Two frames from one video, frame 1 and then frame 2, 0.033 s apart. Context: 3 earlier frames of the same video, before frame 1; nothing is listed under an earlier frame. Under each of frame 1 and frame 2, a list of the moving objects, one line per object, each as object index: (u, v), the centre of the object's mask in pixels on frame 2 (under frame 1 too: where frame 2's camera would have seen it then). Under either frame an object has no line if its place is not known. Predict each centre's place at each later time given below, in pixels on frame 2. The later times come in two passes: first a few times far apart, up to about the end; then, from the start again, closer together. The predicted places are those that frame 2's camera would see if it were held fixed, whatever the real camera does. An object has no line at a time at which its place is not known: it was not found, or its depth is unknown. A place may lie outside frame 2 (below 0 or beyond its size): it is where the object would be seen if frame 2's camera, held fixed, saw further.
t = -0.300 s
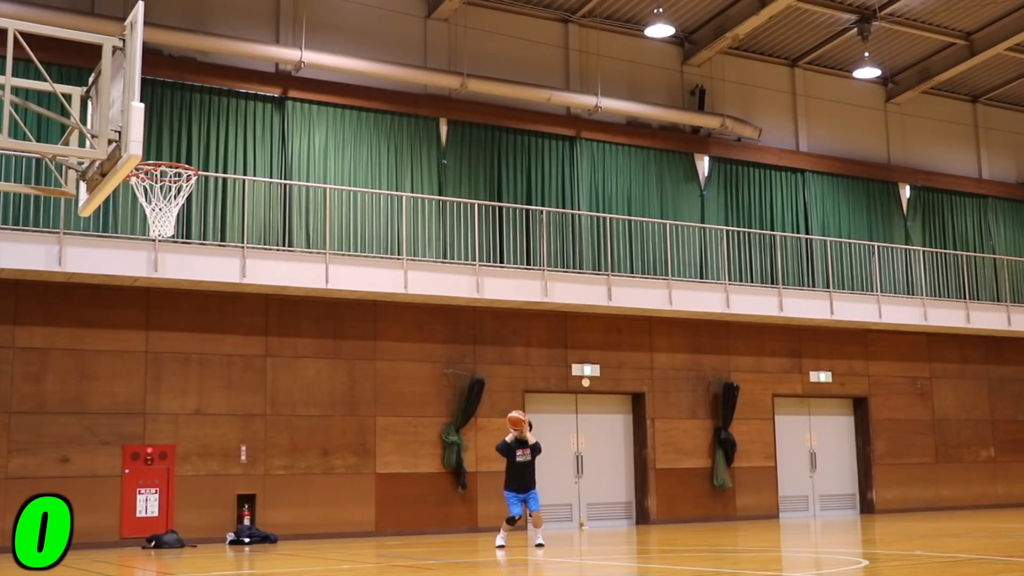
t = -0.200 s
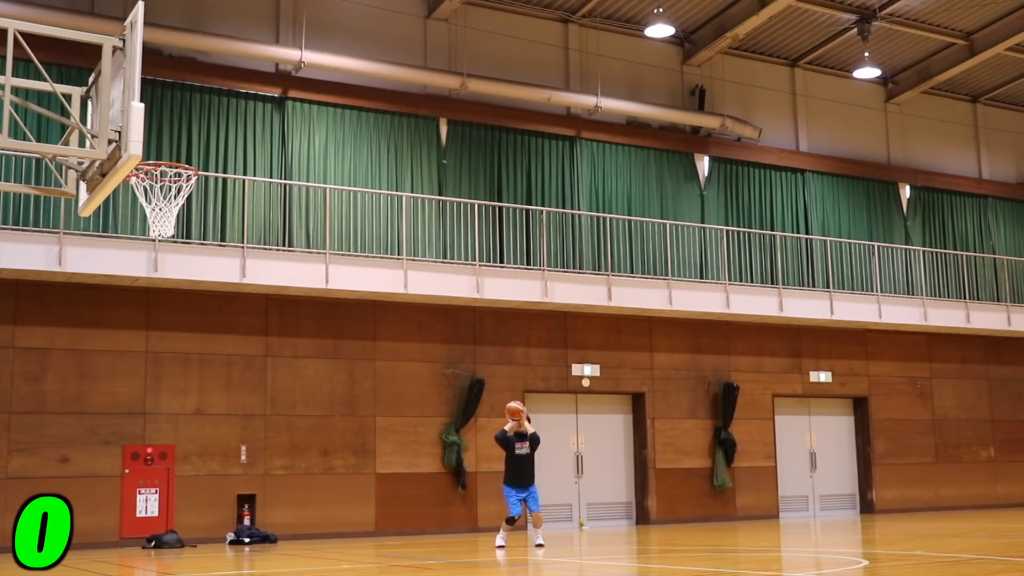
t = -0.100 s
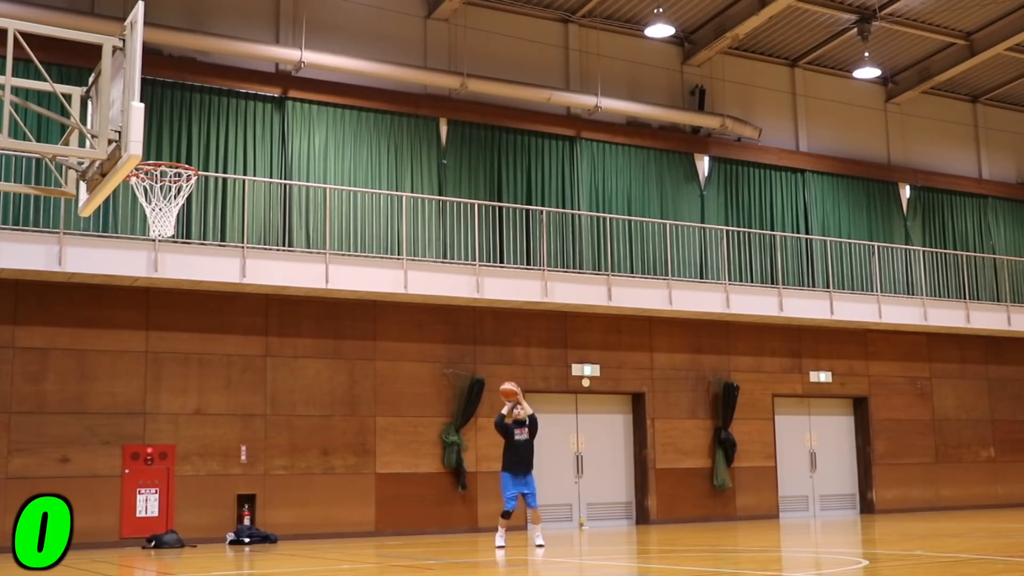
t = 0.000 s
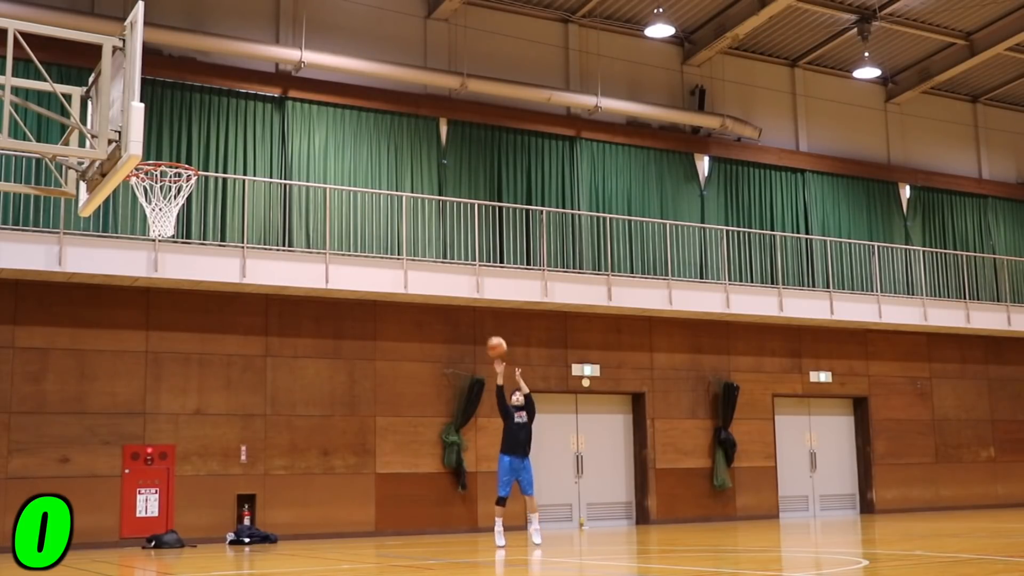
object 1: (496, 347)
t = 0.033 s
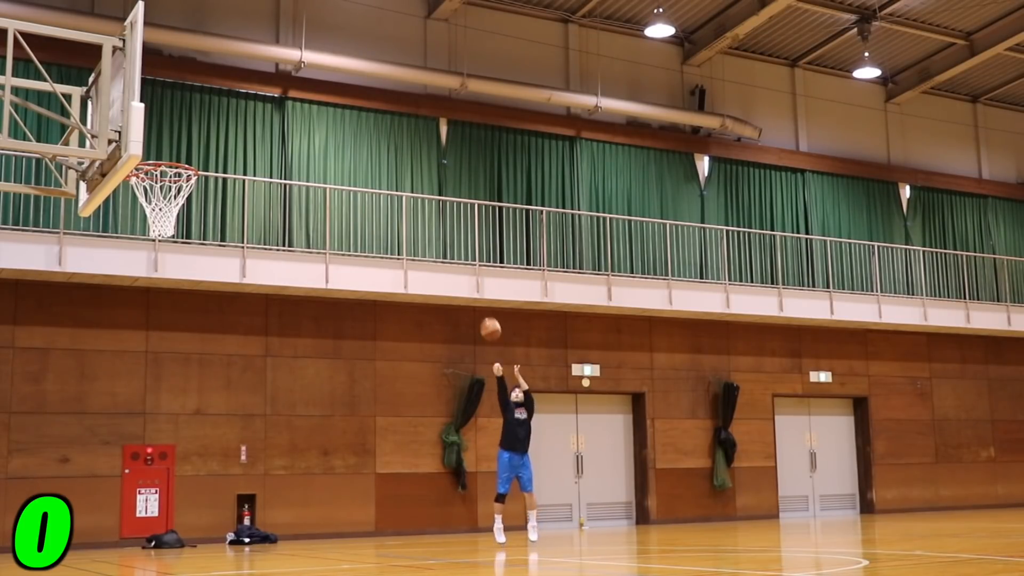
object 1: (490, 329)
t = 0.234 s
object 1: (452, 227)
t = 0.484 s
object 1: (398, 134)
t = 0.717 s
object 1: (340, 86)
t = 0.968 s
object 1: (265, 90)
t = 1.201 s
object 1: (177, 155)
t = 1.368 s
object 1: (128, 207)
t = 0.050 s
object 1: (487, 319)
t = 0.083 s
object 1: (480, 304)
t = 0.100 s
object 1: (477, 292)
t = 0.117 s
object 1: (474, 285)
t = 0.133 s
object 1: (471, 276)
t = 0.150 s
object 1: (468, 266)
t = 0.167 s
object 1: (465, 258)
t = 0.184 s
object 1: (461, 251)
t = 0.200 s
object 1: (458, 242)
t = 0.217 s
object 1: (455, 235)
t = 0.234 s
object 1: (452, 227)
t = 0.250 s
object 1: (448, 220)
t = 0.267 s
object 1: (445, 213)
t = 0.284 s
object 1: (442, 206)
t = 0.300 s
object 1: (438, 198)
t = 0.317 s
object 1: (435, 192)
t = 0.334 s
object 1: (431, 185)
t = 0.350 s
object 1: (428, 179)
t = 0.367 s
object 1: (424, 173)
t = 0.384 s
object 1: (421, 167)
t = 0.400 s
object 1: (417, 161)
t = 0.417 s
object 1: (414, 156)
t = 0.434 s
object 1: (409, 150)
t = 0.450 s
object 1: (406, 144)
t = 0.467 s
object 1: (402, 140)
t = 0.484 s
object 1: (398, 134)
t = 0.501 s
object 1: (394, 129)
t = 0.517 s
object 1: (390, 125)
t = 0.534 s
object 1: (386, 120)
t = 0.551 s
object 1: (382, 116)
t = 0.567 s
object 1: (378, 113)
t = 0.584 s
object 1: (374, 108)
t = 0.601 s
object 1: (370, 104)
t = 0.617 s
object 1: (366, 101)
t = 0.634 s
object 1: (361, 98)
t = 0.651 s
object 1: (358, 96)
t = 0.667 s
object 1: (353, 93)
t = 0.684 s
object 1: (348, 91)
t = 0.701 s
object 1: (344, 88)
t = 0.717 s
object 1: (340, 86)
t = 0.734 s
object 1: (335, 85)
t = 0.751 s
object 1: (330, 84)
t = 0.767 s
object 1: (326, 83)
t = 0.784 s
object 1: (321, 82)
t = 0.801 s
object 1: (316, 81)
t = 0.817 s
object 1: (311, 81)
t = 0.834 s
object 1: (305, 80)
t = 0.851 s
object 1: (301, 81)
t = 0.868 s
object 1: (295, 82)
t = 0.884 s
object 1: (290, 82)
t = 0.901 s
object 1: (285, 82)
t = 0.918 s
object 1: (280, 84)
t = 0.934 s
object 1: (275, 86)
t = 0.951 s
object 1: (270, 88)
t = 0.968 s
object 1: (265, 90)
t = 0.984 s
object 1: (258, 93)
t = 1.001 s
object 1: (252, 95)
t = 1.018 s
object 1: (247, 99)
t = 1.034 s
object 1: (241, 103)
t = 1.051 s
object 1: (235, 107)
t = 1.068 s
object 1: (229, 111)
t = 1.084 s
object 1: (222, 116)
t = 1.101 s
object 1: (216, 121)
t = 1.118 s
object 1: (210, 127)
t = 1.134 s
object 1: (204, 133)
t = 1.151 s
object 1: (197, 140)
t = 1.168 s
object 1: (190, 147)
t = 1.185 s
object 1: (183, 152)
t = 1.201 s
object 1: (177, 155)
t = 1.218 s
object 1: (170, 170)
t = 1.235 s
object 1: (162, 180)
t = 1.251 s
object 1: (153, 190)
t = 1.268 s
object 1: (146, 198)
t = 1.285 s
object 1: (143, 200)
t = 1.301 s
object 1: (140, 201)
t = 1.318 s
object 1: (136, 199)
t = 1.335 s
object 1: (134, 203)
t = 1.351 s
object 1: (131, 205)
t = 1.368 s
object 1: (128, 207)
